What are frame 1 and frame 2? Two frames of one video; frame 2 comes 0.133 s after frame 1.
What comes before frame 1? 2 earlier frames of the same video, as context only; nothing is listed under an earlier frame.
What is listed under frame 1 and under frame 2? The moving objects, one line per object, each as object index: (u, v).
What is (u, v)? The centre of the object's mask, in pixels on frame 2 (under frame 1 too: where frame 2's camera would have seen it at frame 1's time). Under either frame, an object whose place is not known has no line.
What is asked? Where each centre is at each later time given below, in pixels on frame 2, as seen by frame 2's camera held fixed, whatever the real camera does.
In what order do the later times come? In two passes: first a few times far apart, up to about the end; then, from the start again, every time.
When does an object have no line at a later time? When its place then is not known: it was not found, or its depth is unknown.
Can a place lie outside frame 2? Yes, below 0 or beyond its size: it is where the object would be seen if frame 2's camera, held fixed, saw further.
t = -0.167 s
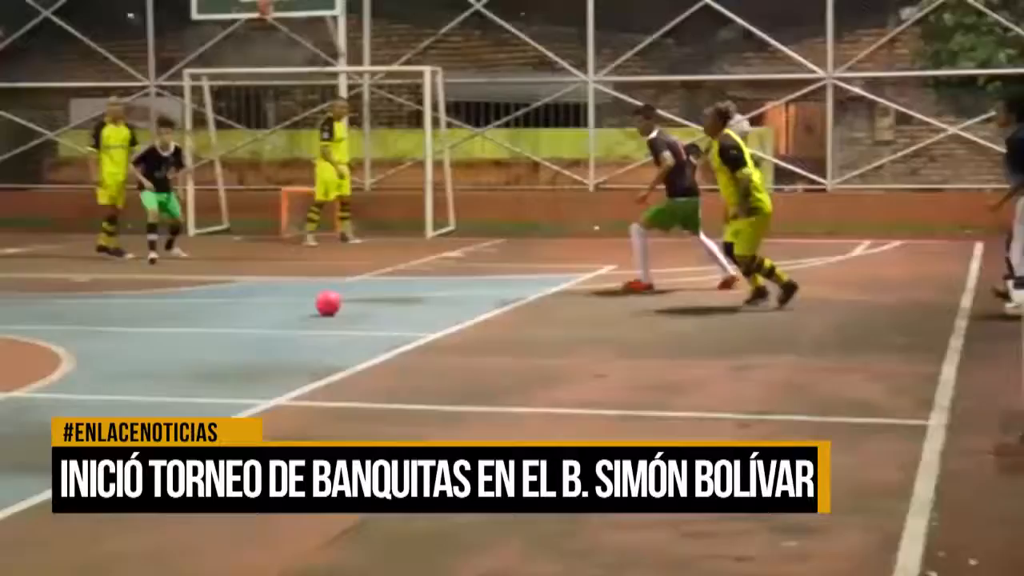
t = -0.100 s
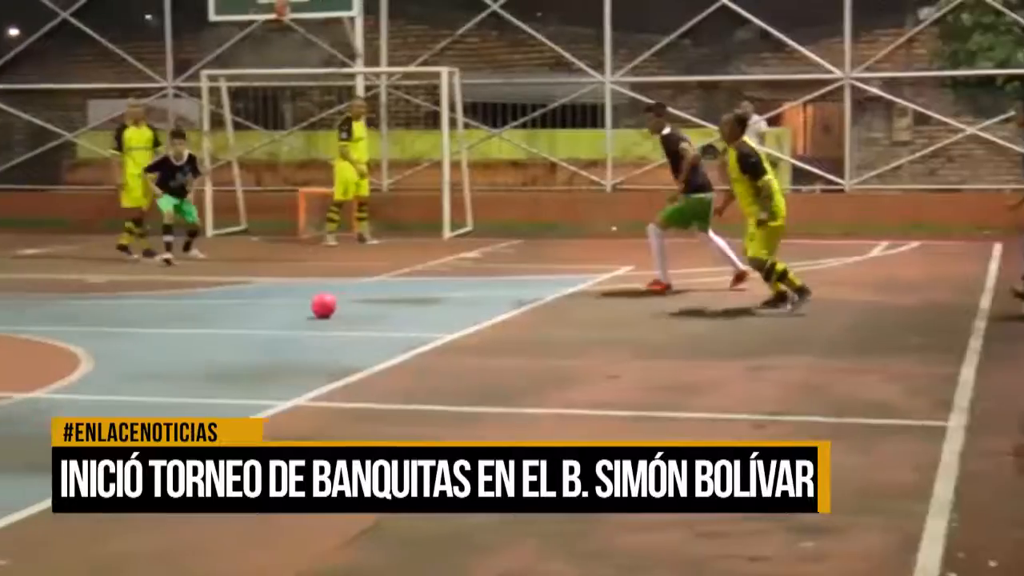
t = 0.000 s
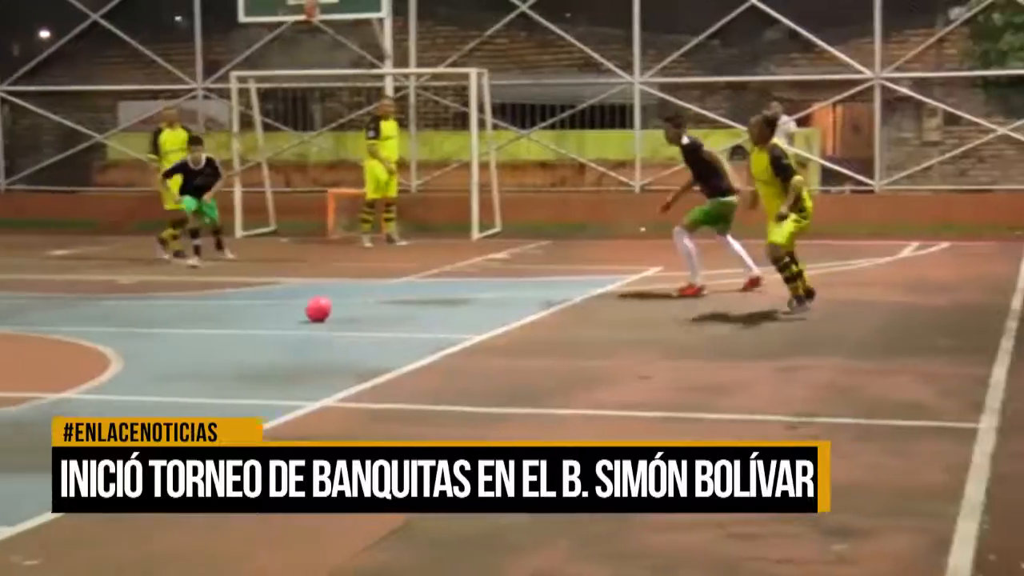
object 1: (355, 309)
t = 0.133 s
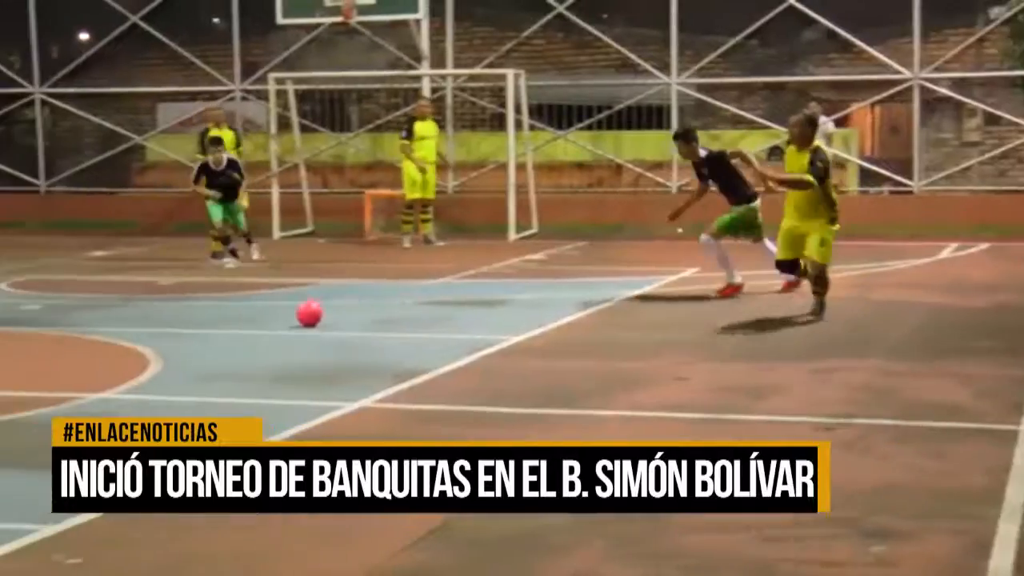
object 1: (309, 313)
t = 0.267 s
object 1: (262, 318)
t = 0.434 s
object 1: (202, 322)
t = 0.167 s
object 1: (298, 314)
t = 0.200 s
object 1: (285, 315)
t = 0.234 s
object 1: (274, 316)
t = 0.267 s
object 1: (262, 318)
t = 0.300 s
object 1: (250, 319)
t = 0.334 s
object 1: (238, 320)
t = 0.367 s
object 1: (226, 320)
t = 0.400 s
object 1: (214, 321)
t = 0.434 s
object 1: (202, 322)
